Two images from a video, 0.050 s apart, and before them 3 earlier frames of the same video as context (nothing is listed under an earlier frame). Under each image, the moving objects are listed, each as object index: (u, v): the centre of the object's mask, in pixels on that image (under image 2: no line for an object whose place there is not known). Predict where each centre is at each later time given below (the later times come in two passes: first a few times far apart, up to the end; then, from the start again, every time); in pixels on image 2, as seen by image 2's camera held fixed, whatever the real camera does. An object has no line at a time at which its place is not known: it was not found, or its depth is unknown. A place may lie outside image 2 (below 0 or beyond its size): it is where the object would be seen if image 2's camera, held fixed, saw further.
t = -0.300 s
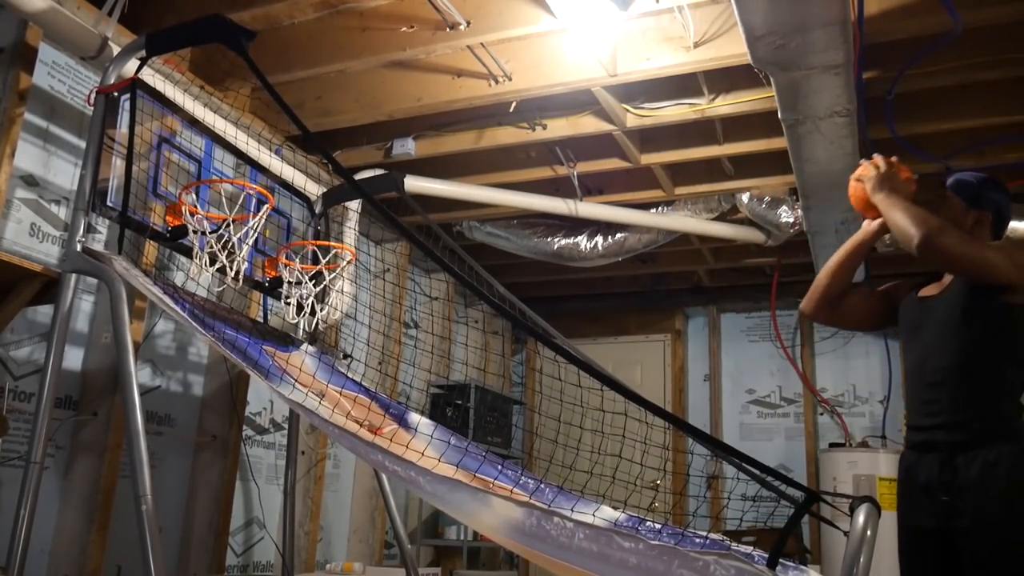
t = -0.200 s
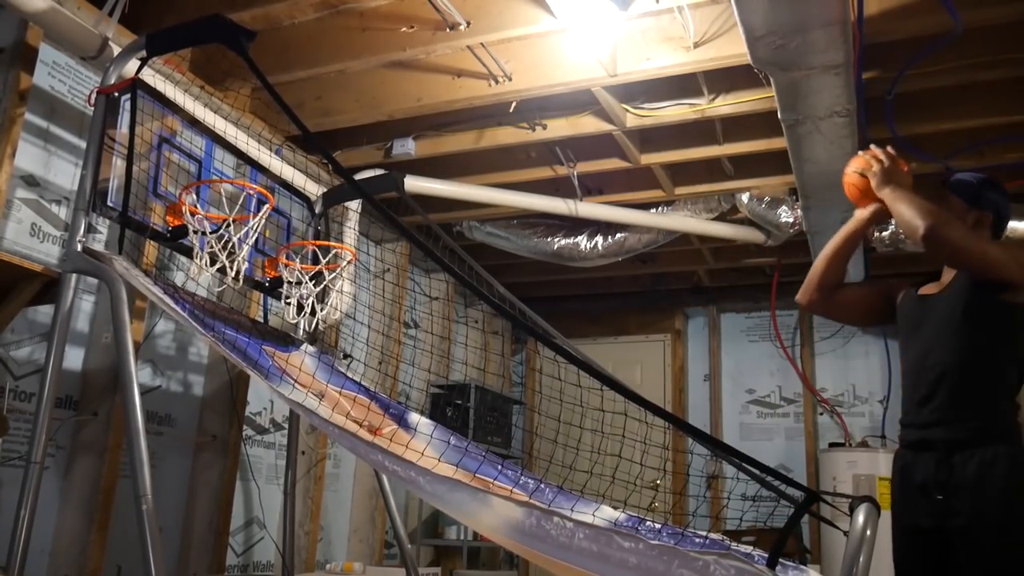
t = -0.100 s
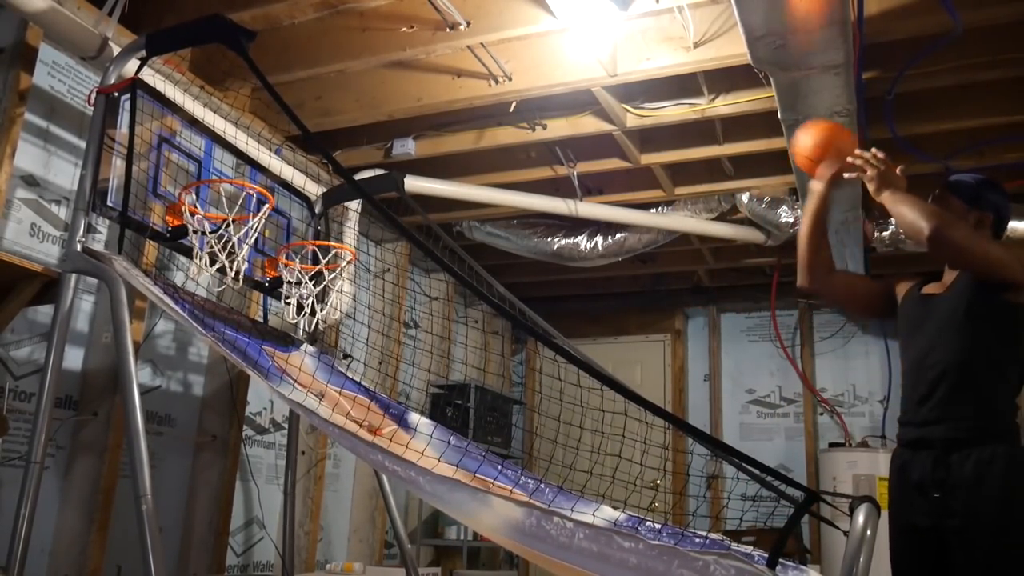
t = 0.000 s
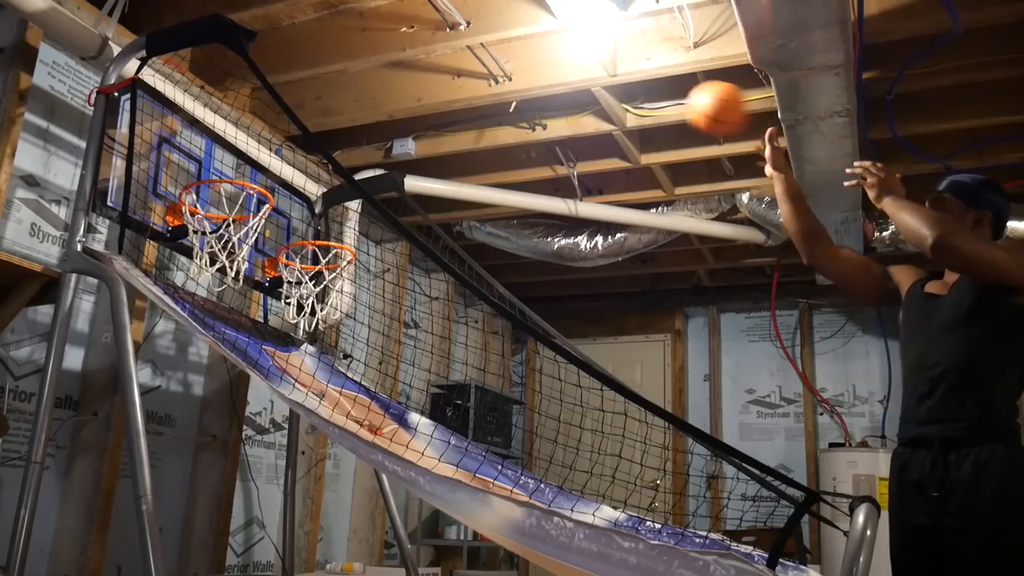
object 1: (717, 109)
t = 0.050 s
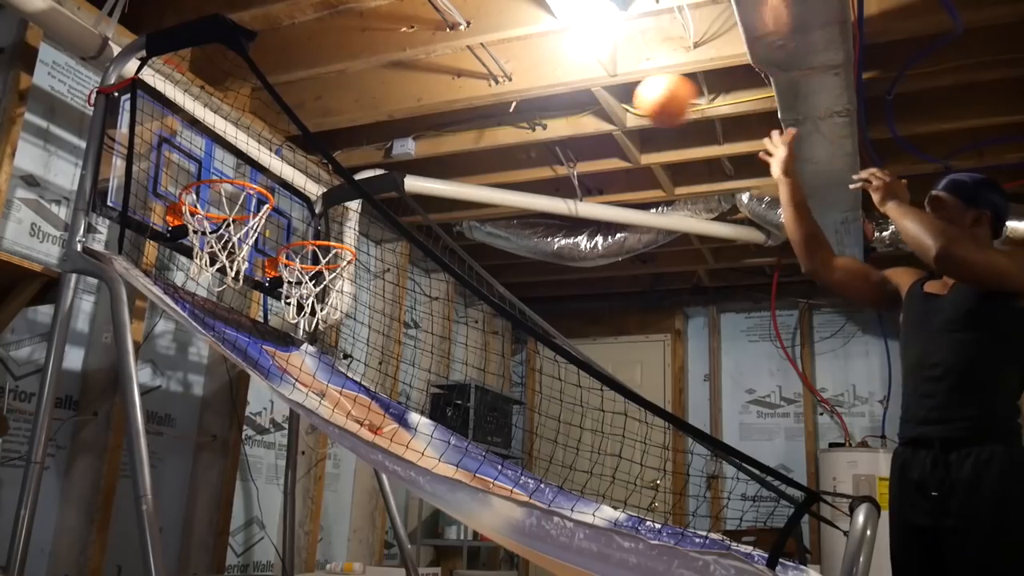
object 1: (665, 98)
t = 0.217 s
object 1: (515, 117)
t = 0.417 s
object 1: (348, 221)
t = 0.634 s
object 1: (350, 312)
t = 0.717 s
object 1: (375, 363)
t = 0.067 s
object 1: (648, 96)
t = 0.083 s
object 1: (633, 96)
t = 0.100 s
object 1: (617, 97)
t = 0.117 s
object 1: (602, 97)
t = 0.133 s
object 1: (588, 100)
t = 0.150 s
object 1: (574, 101)
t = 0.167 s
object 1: (557, 105)
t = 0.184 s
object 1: (543, 108)
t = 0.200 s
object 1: (529, 112)
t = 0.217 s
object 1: (515, 117)
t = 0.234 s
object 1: (500, 122)
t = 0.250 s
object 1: (487, 128)
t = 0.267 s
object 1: (471, 136)
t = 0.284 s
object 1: (457, 144)
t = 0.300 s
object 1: (443, 151)
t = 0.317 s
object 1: (430, 158)
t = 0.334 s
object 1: (414, 169)
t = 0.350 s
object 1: (400, 179)
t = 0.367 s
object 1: (391, 186)
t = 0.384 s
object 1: (378, 197)
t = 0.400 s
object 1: (357, 214)
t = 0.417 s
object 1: (348, 221)
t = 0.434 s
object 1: (336, 228)
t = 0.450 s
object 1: (324, 236)
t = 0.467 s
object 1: (311, 248)
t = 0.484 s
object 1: (302, 263)
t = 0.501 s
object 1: (305, 265)
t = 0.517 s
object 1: (314, 272)
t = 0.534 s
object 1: (318, 274)
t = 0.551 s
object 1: (326, 282)
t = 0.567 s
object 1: (331, 286)
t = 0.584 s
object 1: (336, 293)
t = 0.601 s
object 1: (342, 299)
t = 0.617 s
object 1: (345, 304)
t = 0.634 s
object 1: (350, 312)
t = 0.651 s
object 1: (355, 321)
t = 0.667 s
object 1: (359, 331)
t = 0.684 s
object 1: (365, 340)
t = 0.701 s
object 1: (369, 351)
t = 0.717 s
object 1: (375, 363)
